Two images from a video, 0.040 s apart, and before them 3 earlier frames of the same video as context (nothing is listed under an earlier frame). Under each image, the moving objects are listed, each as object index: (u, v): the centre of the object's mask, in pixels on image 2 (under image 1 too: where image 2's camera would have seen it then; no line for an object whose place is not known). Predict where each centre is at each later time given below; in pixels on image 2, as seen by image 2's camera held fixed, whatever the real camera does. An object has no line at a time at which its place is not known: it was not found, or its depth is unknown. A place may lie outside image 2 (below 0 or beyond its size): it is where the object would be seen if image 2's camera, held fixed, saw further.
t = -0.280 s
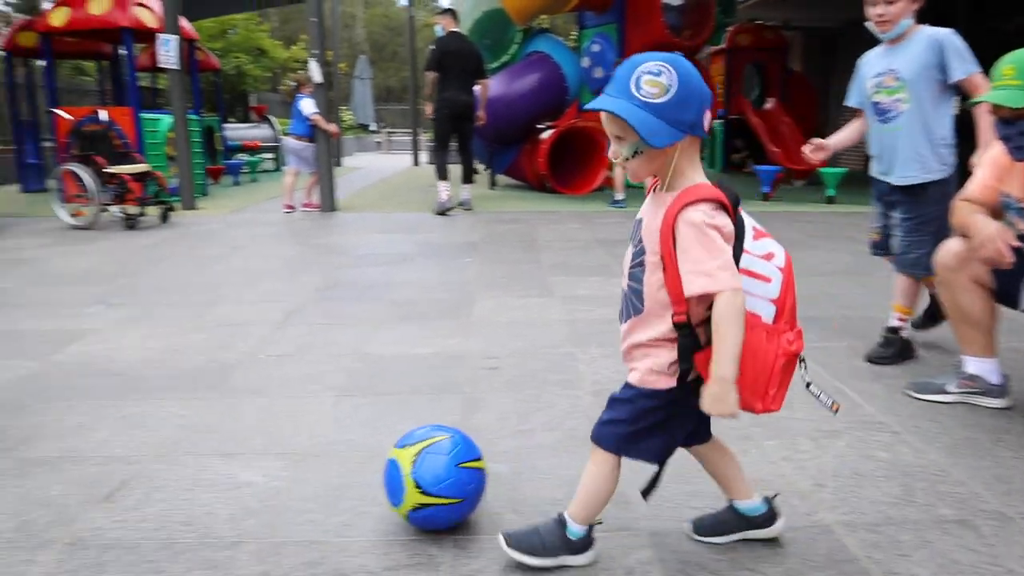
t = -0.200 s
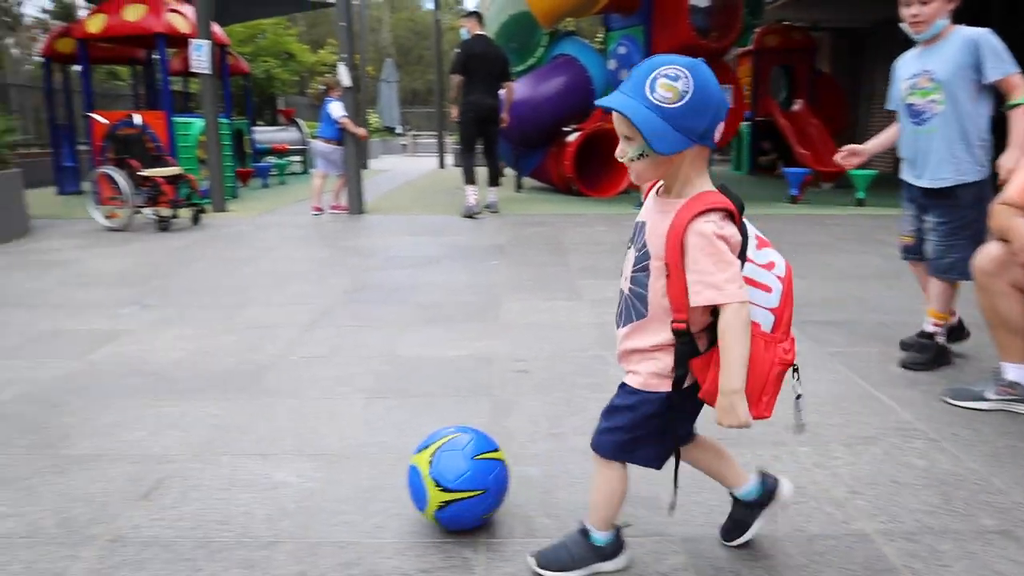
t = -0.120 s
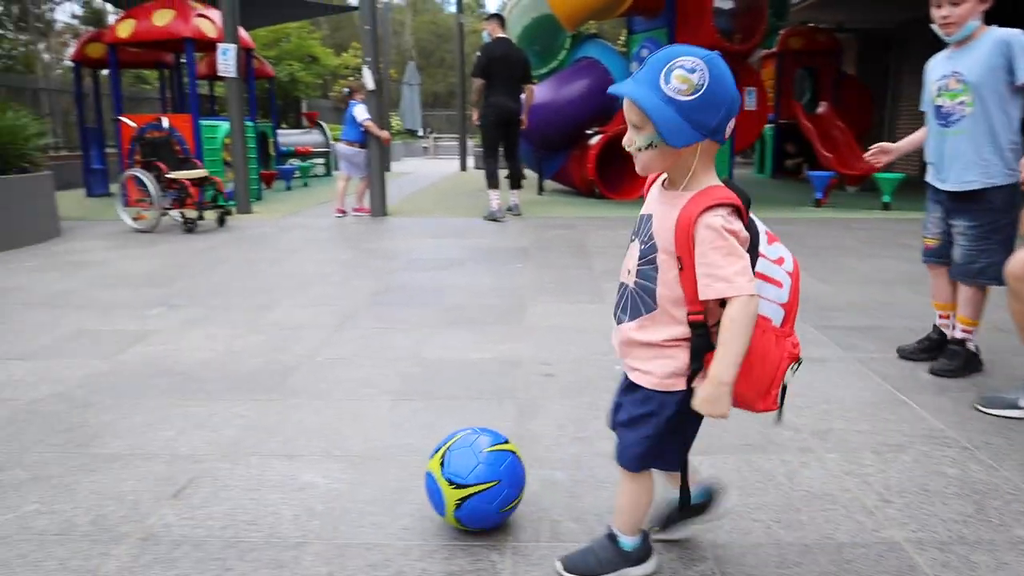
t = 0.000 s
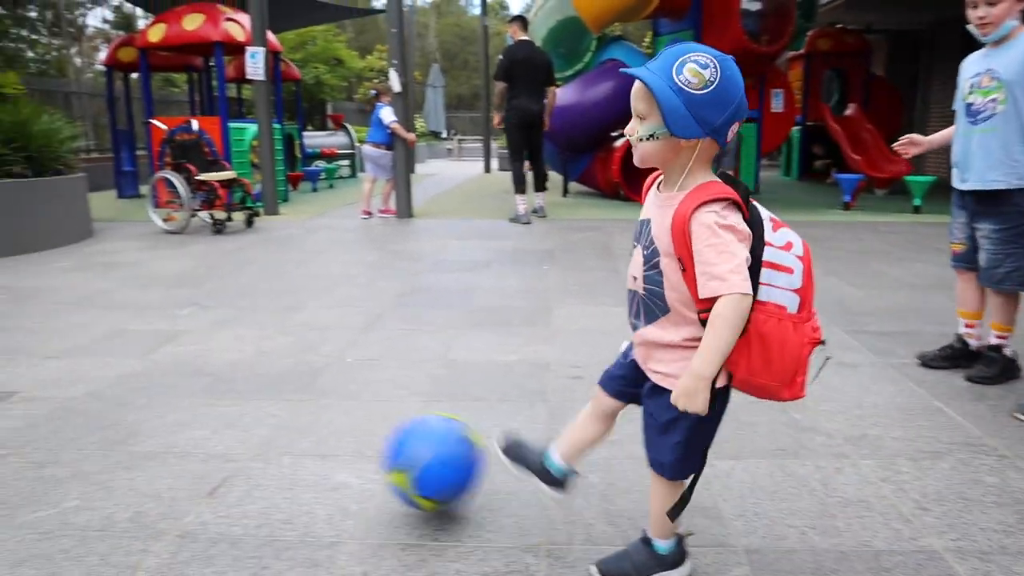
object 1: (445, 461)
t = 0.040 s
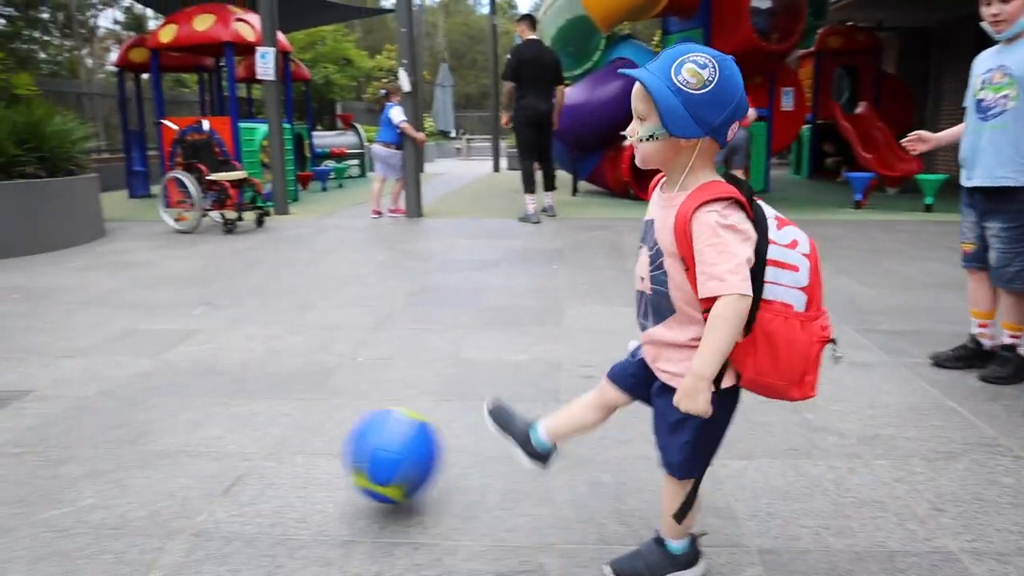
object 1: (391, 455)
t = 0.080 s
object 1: (343, 455)
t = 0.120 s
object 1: (301, 453)
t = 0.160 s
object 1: (264, 445)
